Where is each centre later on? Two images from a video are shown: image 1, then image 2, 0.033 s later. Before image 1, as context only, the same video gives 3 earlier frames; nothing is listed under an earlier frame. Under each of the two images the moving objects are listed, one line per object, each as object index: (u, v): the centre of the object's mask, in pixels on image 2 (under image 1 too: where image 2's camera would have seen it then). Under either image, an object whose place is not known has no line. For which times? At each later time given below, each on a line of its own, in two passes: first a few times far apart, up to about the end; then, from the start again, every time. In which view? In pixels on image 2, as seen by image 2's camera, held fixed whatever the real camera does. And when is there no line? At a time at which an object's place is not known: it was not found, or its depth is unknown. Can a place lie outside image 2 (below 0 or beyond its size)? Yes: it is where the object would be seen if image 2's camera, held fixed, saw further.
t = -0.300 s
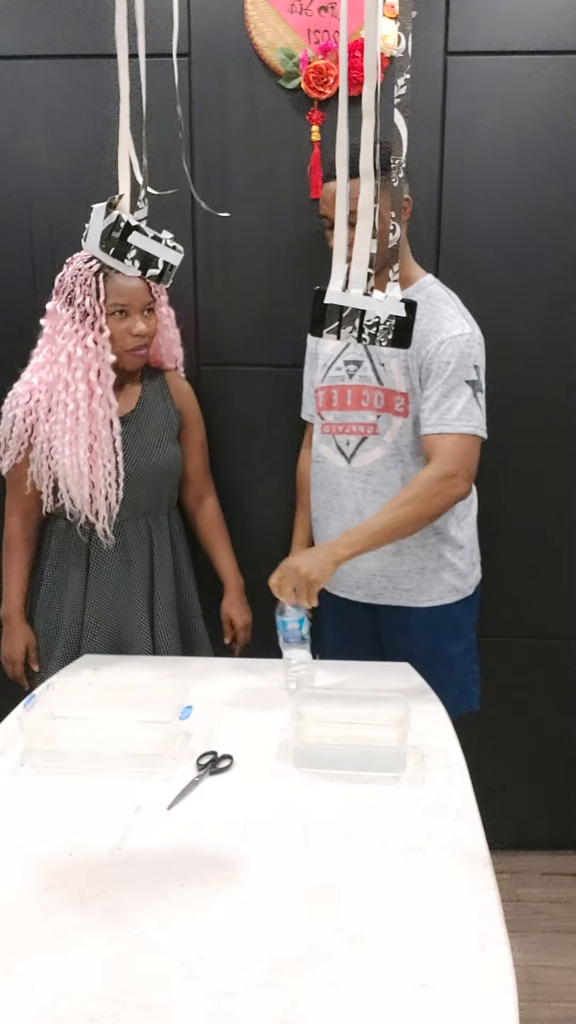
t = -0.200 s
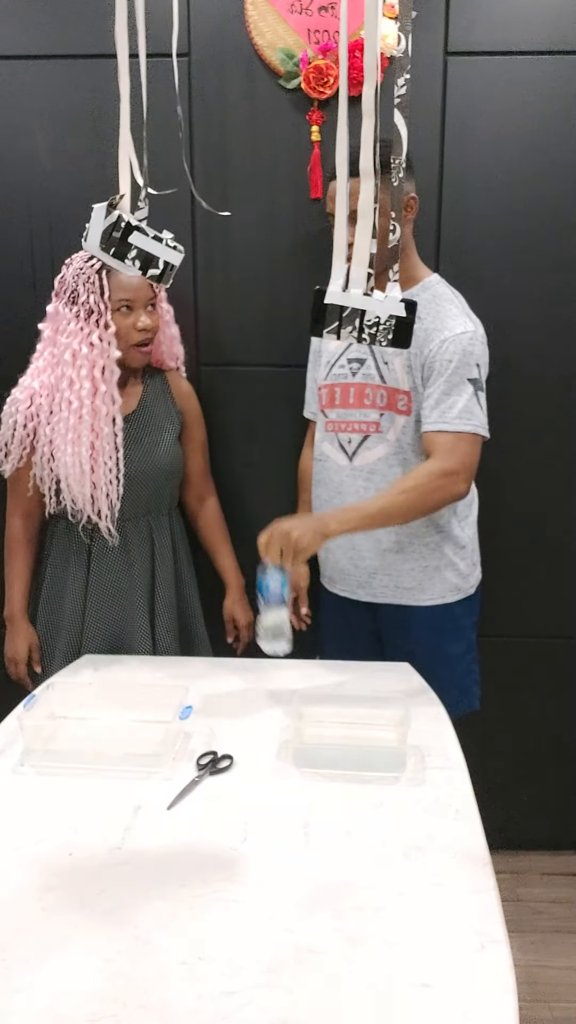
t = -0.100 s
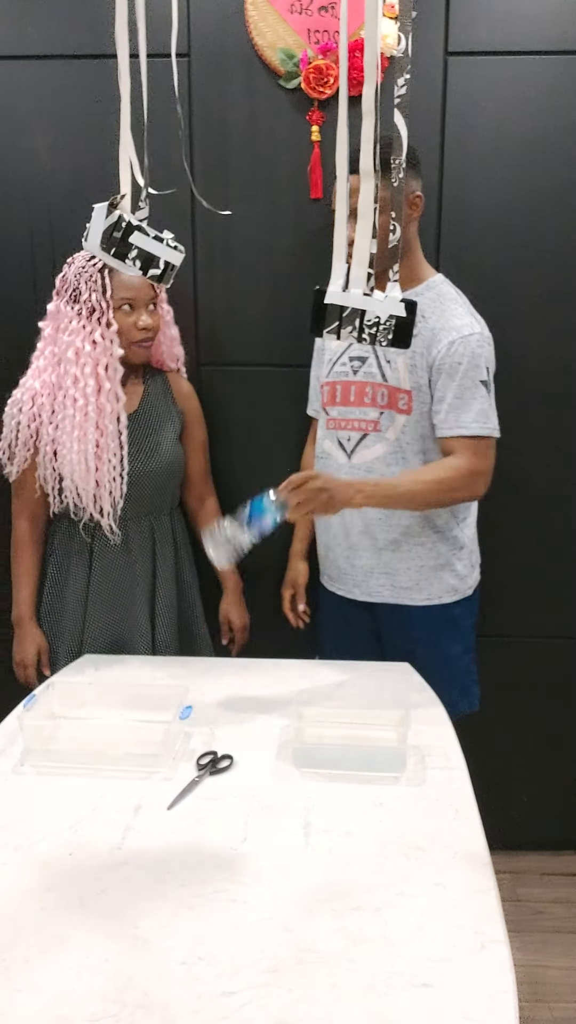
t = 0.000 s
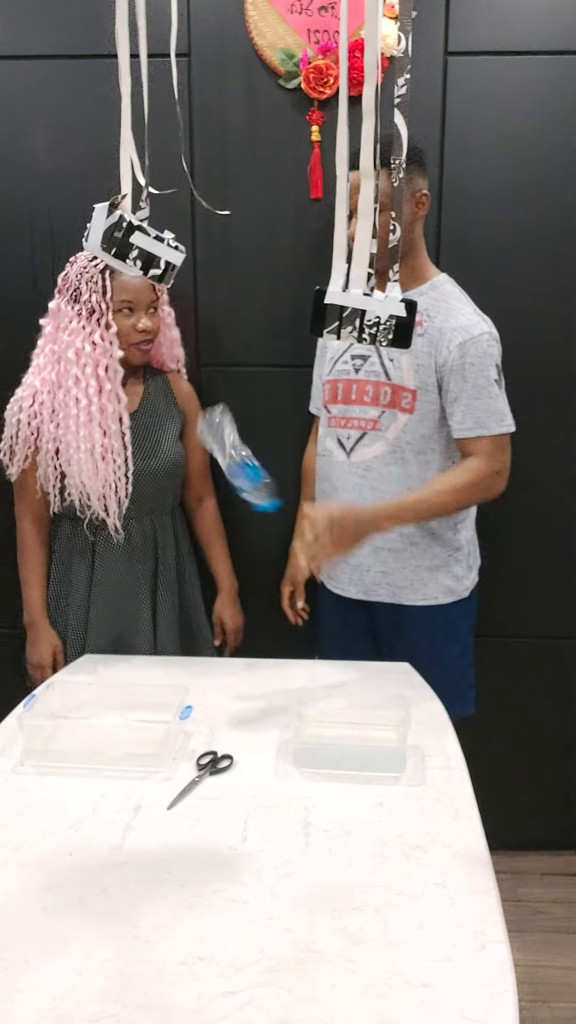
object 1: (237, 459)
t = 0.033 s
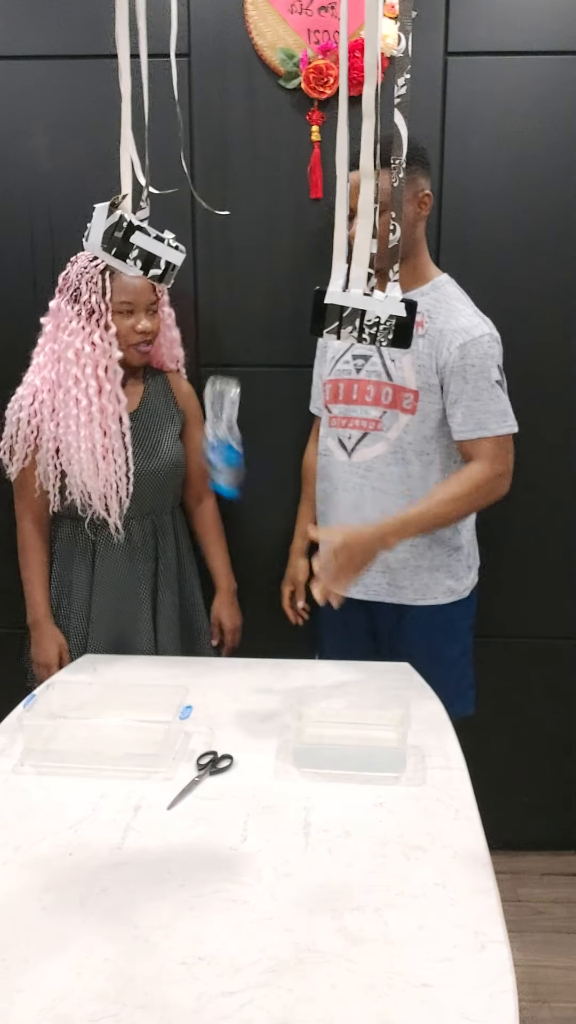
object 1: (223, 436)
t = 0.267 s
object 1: (217, 383)
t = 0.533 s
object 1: (226, 660)
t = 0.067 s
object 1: (213, 410)
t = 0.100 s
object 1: (209, 385)
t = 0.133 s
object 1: (210, 369)
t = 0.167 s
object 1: (212, 362)
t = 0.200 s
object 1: (214, 363)
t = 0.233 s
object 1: (216, 370)
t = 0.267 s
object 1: (217, 383)
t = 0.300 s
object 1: (218, 401)
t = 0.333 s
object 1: (220, 426)
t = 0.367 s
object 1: (222, 457)
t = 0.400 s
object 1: (225, 493)
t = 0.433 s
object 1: (226, 533)
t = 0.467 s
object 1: (229, 579)
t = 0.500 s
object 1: (229, 625)
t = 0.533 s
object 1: (226, 660)
